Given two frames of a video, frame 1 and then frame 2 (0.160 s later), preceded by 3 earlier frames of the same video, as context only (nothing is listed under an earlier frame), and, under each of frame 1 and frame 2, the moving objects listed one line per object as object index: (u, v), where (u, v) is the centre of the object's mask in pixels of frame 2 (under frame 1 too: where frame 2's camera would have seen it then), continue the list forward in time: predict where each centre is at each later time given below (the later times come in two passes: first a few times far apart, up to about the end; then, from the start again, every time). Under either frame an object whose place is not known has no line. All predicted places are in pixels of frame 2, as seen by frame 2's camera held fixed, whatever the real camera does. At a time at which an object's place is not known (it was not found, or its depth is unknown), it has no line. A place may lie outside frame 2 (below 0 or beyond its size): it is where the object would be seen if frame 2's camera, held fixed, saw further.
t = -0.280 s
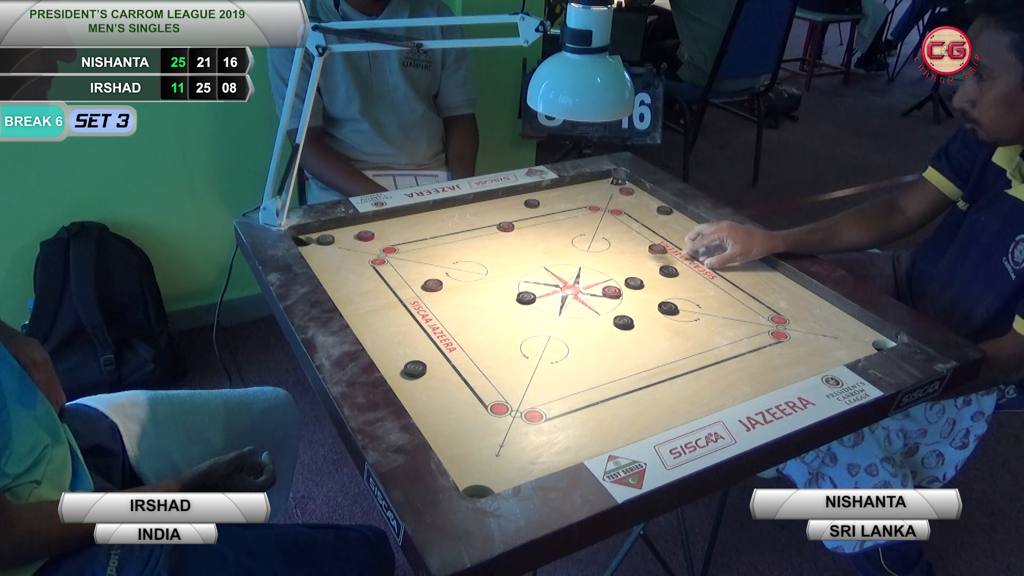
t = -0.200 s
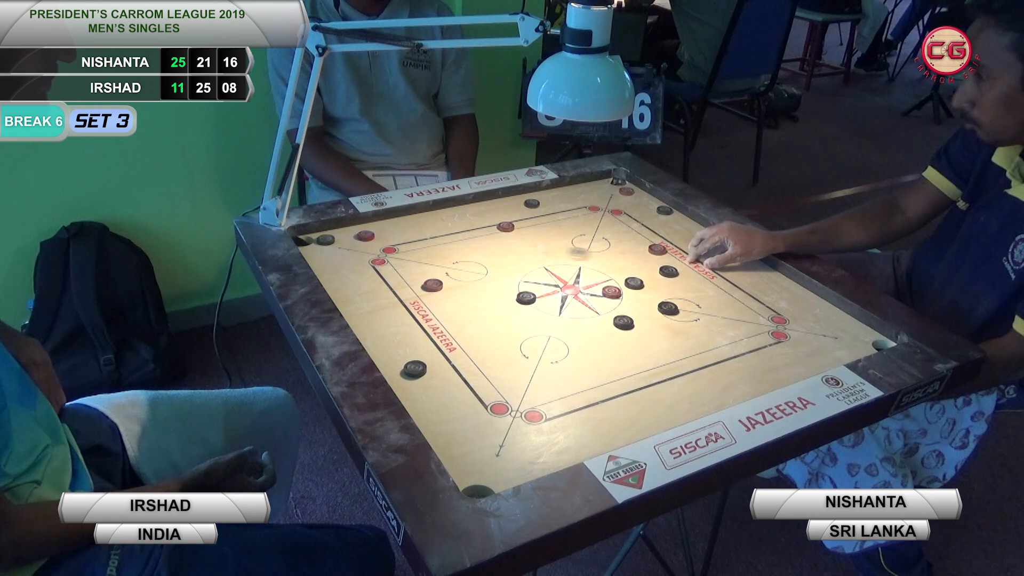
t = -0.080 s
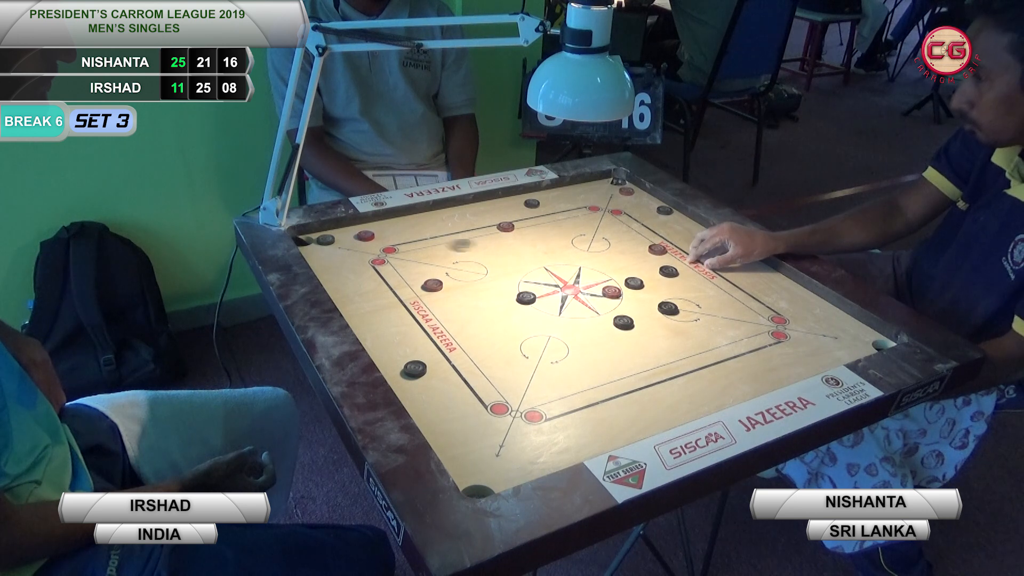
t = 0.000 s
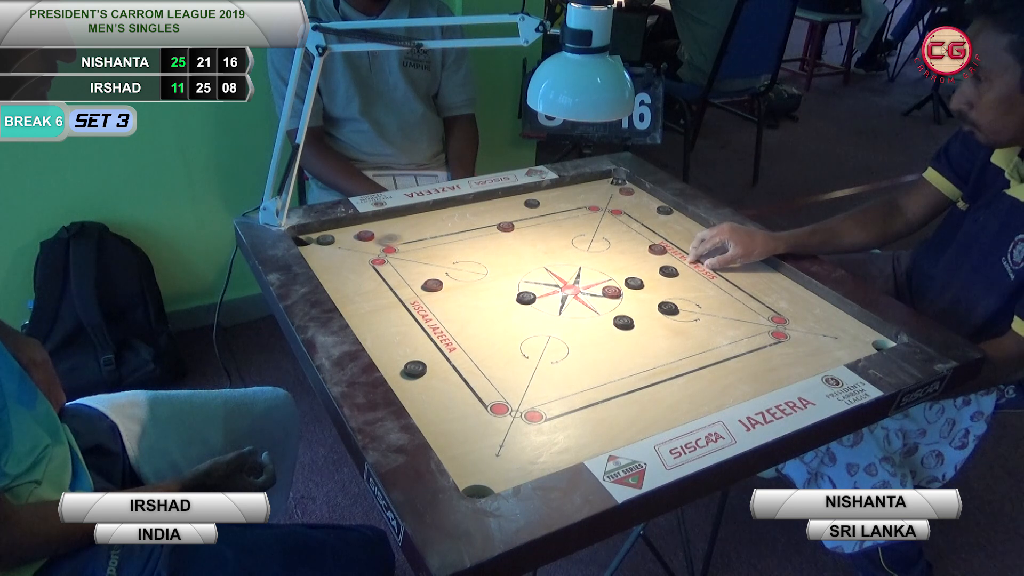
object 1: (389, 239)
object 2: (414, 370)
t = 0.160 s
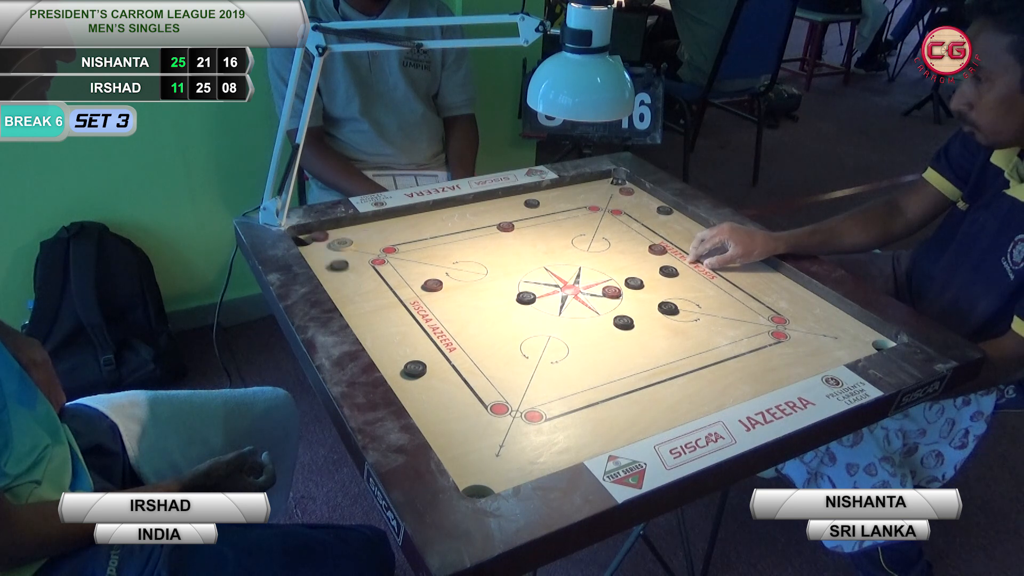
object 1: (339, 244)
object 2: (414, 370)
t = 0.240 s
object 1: (340, 244)
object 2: (414, 370)
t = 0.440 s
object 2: (414, 370)
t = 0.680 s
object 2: (464, 399)
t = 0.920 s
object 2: (480, 408)
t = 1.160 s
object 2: (480, 408)
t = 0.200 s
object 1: (340, 244)
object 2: (414, 370)
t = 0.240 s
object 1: (340, 244)
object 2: (414, 370)
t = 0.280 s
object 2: (414, 370)
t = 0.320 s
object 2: (414, 370)
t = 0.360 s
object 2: (414, 370)
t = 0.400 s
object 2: (414, 370)
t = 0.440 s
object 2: (414, 370)
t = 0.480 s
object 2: (417, 371)
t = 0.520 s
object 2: (429, 378)
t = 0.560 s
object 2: (440, 384)
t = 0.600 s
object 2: (449, 389)
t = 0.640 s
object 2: (457, 394)
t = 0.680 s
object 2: (464, 399)
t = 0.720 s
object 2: (470, 402)
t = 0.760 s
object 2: (474, 404)
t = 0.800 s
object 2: (477, 406)
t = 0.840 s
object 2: (479, 407)
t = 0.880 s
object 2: (480, 407)
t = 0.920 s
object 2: (480, 408)
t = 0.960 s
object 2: (480, 407)
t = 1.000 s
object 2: (480, 408)
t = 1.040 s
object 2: (480, 407)
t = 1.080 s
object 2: (480, 408)
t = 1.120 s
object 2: (480, 408)
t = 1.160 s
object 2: (480, 408)
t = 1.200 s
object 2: (480, 407)
